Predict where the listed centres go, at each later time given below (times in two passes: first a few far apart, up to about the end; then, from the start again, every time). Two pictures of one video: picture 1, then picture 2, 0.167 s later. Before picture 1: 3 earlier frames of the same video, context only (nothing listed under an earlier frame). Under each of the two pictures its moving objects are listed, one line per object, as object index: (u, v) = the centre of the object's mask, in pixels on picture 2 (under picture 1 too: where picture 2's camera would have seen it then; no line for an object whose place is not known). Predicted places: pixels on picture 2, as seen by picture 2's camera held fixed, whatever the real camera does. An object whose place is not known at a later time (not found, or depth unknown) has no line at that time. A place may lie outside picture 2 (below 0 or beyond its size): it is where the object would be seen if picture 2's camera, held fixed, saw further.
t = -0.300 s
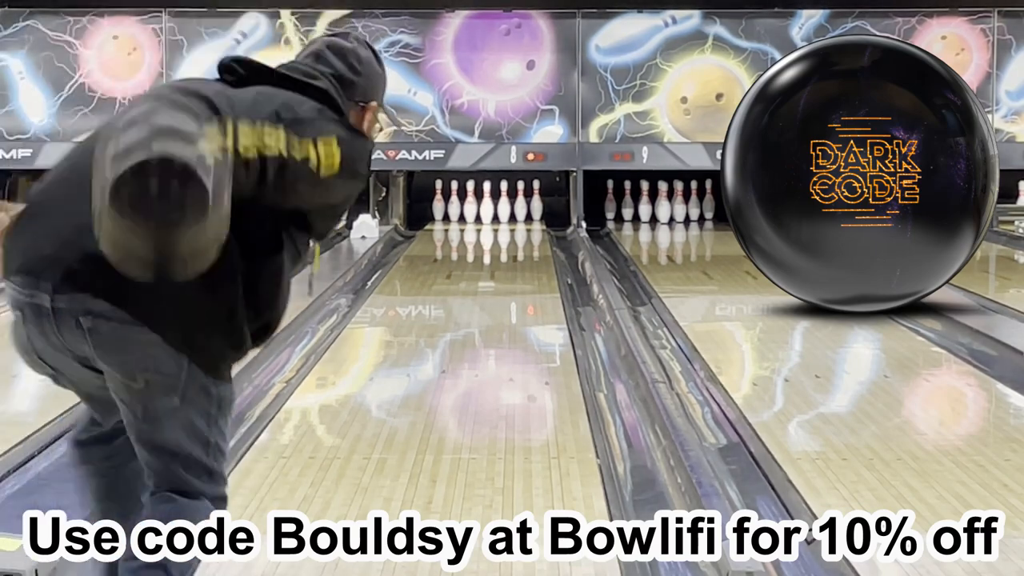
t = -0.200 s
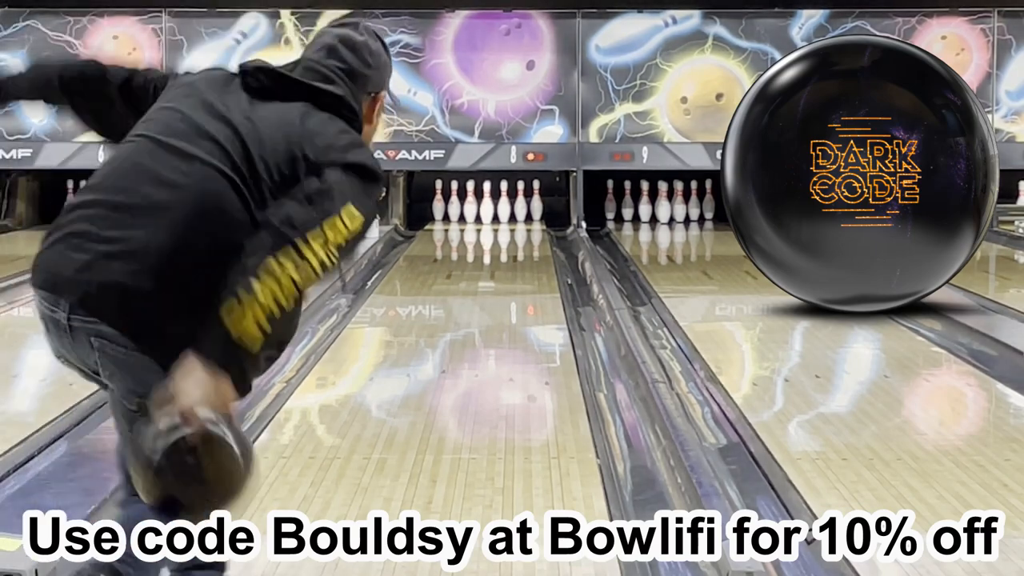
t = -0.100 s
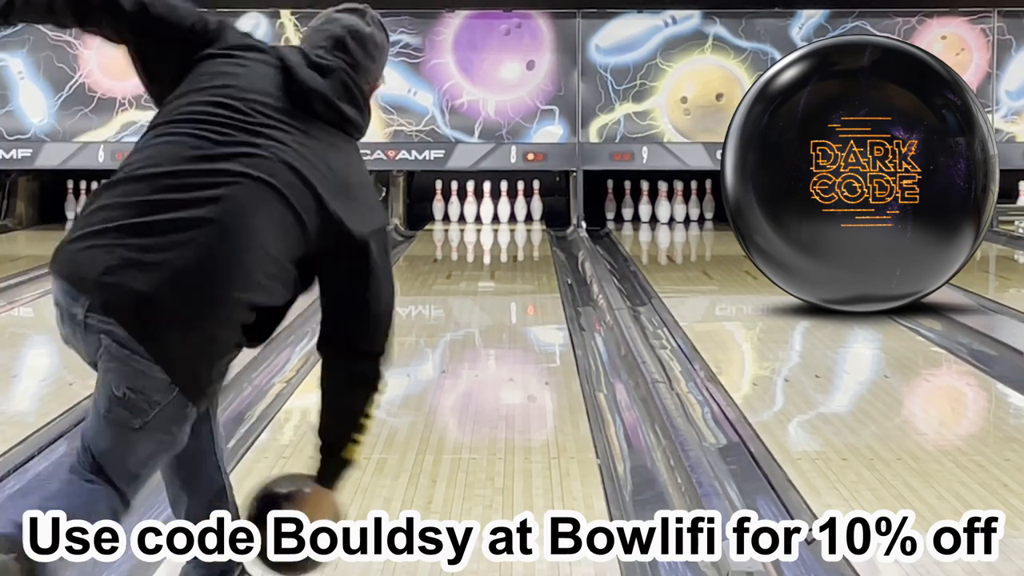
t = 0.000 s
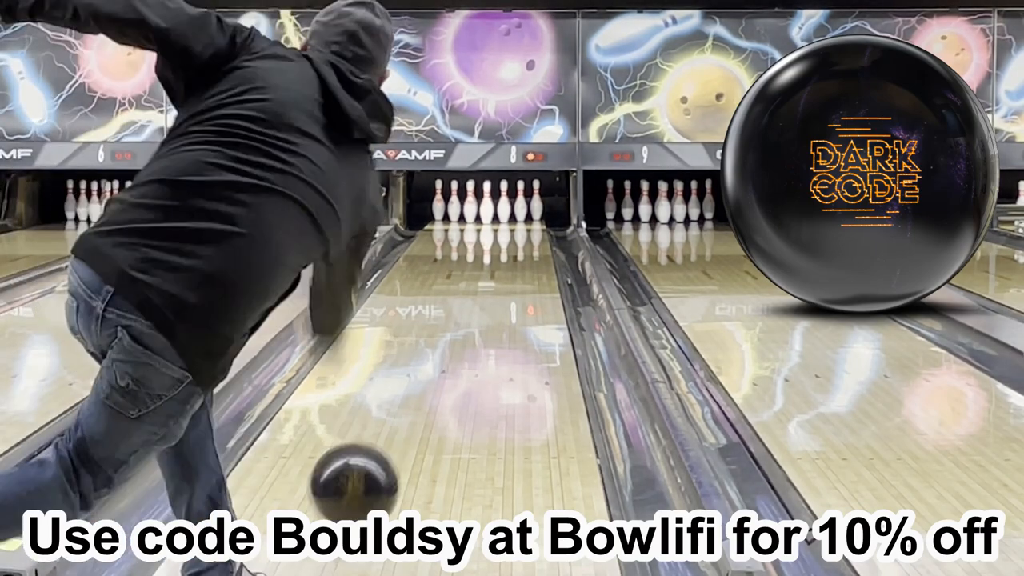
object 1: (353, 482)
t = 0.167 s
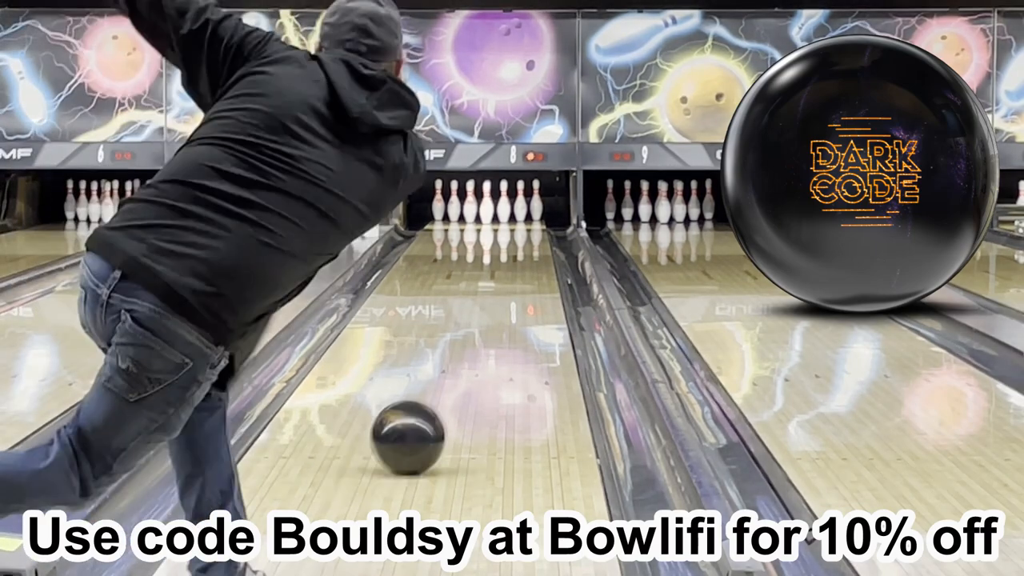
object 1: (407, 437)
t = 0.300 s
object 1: (439, 396)
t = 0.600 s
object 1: (484, 334)
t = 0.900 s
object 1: (512, 295)
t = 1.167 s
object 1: (527, 269)
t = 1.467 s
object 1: (535, 248)
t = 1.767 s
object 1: (533, 233)
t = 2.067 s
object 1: (517, 221)
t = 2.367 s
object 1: (490, 213)
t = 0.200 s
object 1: (417, 426)
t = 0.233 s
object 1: (425, 415)
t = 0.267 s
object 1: (432, 406)
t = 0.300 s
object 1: (439, 396)
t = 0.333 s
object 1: (445, 387)
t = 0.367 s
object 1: (451, 379)
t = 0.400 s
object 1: (457, 372)
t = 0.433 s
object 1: (462, 364)
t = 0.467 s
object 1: (467, 357)
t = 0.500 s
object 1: (472, 351)
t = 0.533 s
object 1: (476, 346)
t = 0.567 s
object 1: (481, 340)
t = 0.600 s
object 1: (484, 334)
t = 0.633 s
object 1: (488, 329)
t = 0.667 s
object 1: (492, 326)
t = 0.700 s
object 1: (497, 320)
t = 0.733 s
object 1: (498, 315)
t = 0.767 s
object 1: (501, 310)
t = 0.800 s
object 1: (504, 306)
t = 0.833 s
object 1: (506, 302)
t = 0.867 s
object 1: (509, 298)
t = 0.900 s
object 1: (512, 295)
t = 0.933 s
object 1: (514, 291)
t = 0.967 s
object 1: (516, 288)
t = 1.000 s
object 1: (518, 284)
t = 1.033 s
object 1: (520, 282)
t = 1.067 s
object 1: (522, 278)
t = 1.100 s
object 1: (524, 275)
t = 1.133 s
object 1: (525, 272)
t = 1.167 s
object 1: (527, 269)
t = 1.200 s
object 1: (528, 267)
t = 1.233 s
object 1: (529, 264)
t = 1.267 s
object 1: (530, 262)
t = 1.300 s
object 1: (532, 259)
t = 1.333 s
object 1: (532, 257)
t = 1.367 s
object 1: (533, 254)
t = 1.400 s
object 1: (534, 252)
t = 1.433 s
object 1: (535, 250)
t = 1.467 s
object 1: (535, 248)
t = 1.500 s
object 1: (536, 246)
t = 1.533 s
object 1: (536, 244)
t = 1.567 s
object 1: (536, 243)
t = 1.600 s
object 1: (536, 240)
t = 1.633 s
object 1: (536, 238)
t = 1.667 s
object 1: (536, 237)
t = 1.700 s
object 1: (535, 235)
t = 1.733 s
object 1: (534, 234)
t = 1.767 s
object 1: (533, 233)
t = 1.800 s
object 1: (532, 231)
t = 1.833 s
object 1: (531, 230)
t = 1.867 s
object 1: (530, 229)
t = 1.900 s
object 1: (528, 227)
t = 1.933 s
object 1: (525, 226)
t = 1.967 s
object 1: (523, 224)
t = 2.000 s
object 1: (521, 223)
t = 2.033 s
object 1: (519, 222)
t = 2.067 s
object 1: (517, 221)
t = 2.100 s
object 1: (514, 220)
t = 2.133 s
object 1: (511, 219)
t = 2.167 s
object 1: (509, 218)
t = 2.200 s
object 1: (506, 217)
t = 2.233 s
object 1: (503, 216)
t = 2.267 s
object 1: (499, 215)
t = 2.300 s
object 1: (496, 214)
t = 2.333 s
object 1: (492, 213)
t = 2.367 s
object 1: (490, 213)
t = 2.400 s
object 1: (488, 213)
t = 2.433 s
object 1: (488, 212)
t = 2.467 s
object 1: (484, 212)
